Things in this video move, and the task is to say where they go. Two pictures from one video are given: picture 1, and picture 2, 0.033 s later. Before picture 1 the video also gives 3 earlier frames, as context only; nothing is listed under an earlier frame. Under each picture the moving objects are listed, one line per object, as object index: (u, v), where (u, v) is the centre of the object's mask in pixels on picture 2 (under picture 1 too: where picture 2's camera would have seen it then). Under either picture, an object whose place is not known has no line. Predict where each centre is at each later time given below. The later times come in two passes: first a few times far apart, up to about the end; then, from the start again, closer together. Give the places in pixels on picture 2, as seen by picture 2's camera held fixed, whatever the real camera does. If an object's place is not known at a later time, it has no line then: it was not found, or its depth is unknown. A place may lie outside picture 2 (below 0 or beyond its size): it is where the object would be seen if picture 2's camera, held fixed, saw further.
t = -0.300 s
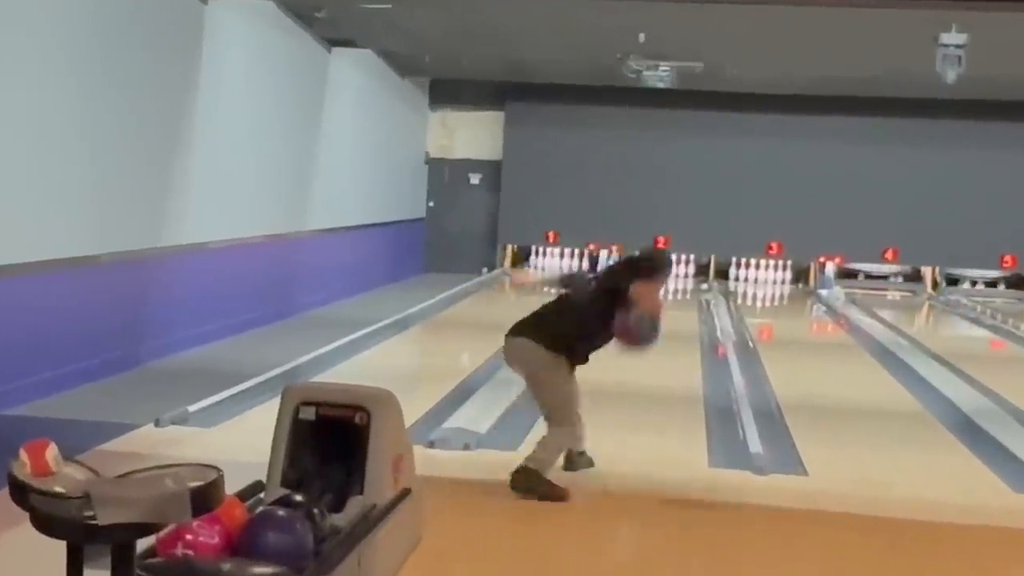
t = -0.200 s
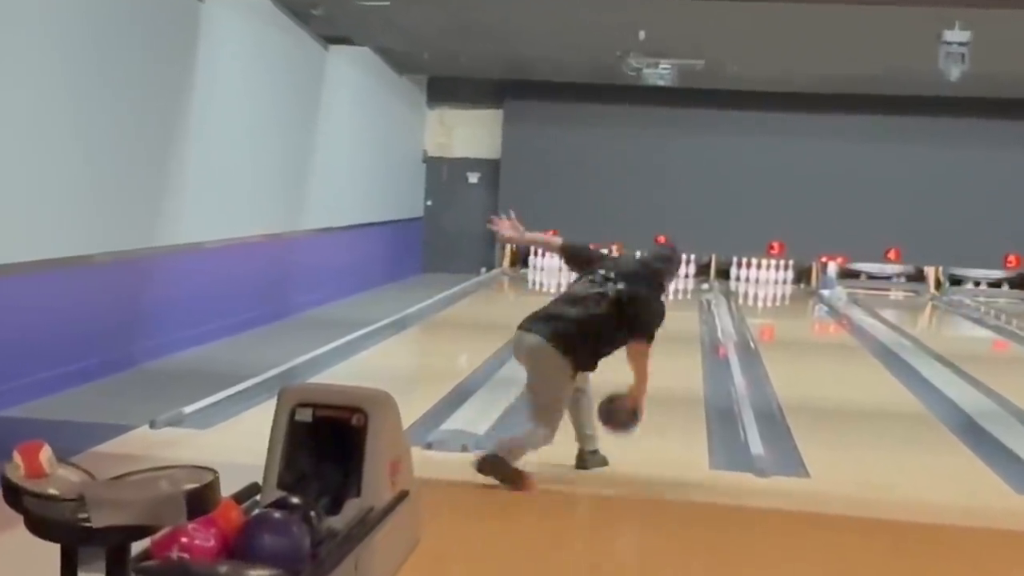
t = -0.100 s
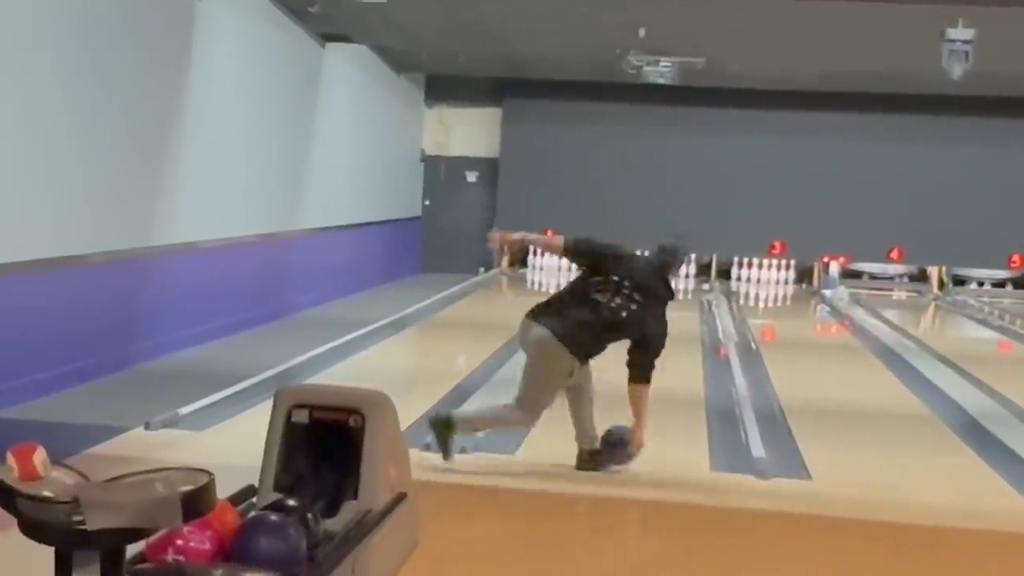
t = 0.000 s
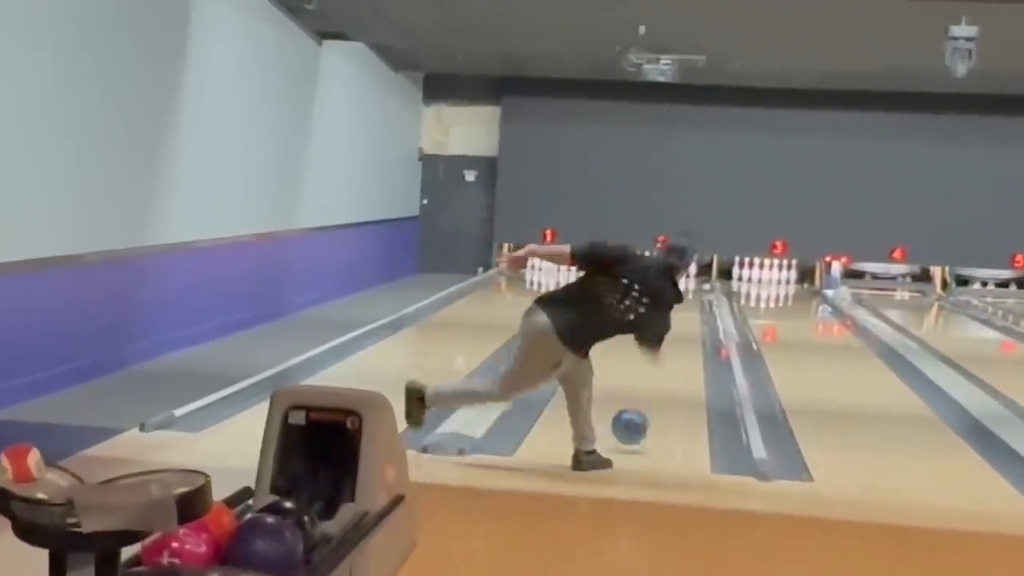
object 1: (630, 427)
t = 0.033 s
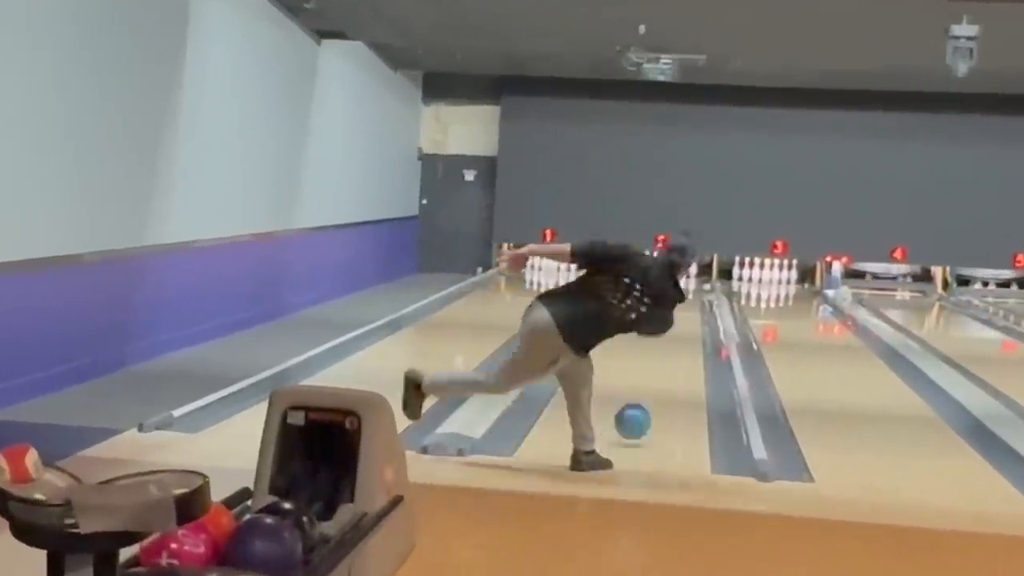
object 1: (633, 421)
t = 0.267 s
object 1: (648, 393)
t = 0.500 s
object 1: (659, 366)
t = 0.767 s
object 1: (668, 344)
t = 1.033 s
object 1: (674, 325)
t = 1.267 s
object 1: (677, 312)
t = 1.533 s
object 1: (674, 304)
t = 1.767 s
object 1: (681, 292)
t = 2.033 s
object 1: (676, 284)
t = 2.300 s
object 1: (674, 277)
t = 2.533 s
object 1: (671, 271)
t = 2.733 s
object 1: (672, 270)
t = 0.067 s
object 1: (635, 418)
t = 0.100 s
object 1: (638, 417)
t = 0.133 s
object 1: (640, 412)
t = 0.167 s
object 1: (642, 406)
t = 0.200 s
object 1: (644, 402)
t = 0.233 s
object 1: (646, 397)
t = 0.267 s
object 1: (648, 393)
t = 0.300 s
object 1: (650, 388)
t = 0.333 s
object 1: (652, 384)
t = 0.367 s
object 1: (654, 380)
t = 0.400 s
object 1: (655, 377)
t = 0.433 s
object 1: (657, 373)
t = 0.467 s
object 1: (658, 370)
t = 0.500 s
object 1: (659, 366)
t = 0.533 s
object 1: (661, 362)
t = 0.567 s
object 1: (662, 359)
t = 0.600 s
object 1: (663, 357)
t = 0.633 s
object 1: (664, 355)
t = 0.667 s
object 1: (666, 351)
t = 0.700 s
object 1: (666, 348)
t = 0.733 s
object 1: (667, 346)
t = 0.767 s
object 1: (668, 344)
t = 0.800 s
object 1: (669, 341)
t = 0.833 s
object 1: (670, 339)
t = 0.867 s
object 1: (671, 336)
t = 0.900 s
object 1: (672, 334)
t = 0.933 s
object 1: (672, 332)
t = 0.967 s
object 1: (673, 329)
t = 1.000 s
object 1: (673, 327)
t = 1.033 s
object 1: (674, 325)
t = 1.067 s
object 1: (674, 324)
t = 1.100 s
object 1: (674, 322)
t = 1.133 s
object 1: (675, 320)
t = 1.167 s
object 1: (676, 317)
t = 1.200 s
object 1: (677, 315)
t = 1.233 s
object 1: (676, 315)
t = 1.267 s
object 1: (677, 312)
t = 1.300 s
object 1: (680, 311)
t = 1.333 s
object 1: (683, 307)
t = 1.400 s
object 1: (674, 309)
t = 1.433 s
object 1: (674, 308)
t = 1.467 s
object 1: (676, 307)
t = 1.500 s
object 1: (675, 305)
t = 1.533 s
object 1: (674, 304)
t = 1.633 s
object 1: (682, 297)
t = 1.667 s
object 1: (681, 296)
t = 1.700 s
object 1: (682, 295)
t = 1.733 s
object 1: (681, 293)
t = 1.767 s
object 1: (681, 292)
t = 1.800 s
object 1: (681, 291)
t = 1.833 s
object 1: (681, 290)
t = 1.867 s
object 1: (681, 290)
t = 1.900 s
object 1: (681, 289)
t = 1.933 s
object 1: (681, 288)
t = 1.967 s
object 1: (680, 287)
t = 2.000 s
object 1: (679, 285)
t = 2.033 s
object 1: (676, 284)
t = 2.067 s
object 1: (677, 283)
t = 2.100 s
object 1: (676, 281)
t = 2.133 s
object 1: (675, 282)
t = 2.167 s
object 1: (675, 280)
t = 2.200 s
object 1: (675, 278)
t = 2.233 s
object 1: (674, 277)
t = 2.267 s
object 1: (674, 277)
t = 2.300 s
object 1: (674, 277)
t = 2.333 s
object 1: (674, 277)
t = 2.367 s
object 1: (673, 275)
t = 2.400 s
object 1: (672, 275)
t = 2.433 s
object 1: (672, 274)
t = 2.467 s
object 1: (673, 274)
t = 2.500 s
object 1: (673, 273)
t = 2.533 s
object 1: (671, 271)
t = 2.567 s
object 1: (671, 272)
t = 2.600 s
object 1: (674, 270)
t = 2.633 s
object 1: (674, 269)
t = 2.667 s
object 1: (670, 270)
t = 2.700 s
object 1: (670, 269)
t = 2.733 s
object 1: (672, 270)
